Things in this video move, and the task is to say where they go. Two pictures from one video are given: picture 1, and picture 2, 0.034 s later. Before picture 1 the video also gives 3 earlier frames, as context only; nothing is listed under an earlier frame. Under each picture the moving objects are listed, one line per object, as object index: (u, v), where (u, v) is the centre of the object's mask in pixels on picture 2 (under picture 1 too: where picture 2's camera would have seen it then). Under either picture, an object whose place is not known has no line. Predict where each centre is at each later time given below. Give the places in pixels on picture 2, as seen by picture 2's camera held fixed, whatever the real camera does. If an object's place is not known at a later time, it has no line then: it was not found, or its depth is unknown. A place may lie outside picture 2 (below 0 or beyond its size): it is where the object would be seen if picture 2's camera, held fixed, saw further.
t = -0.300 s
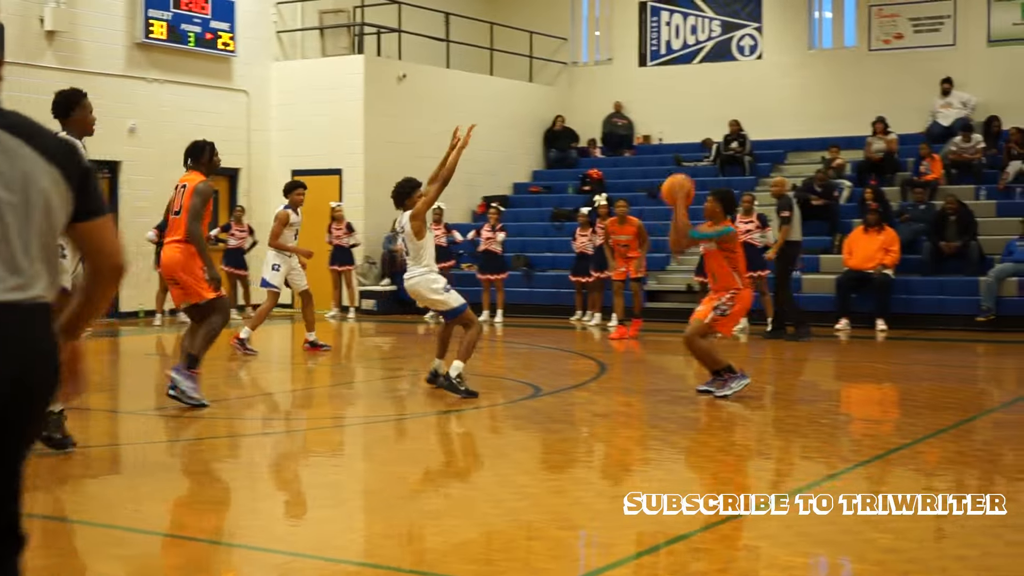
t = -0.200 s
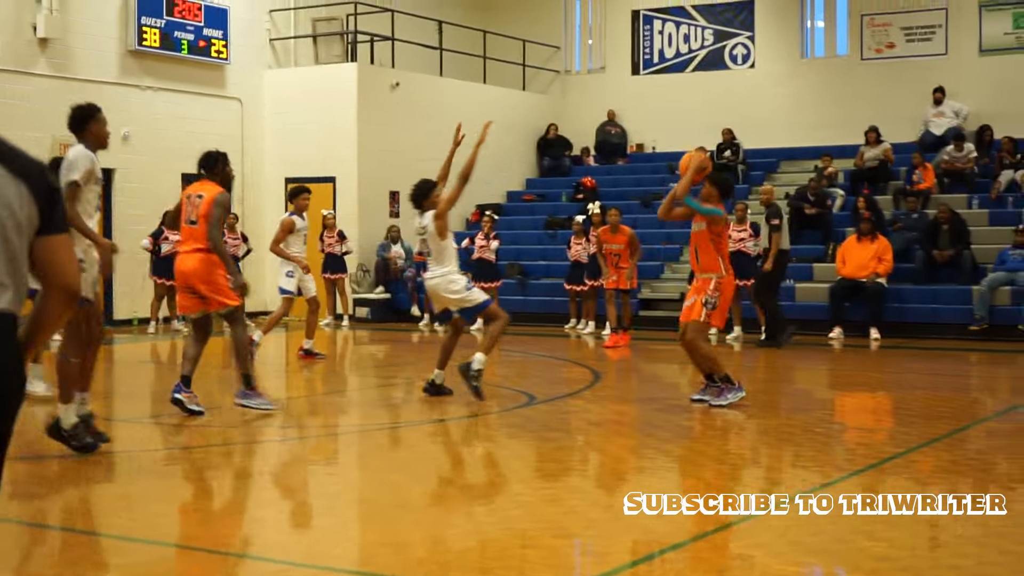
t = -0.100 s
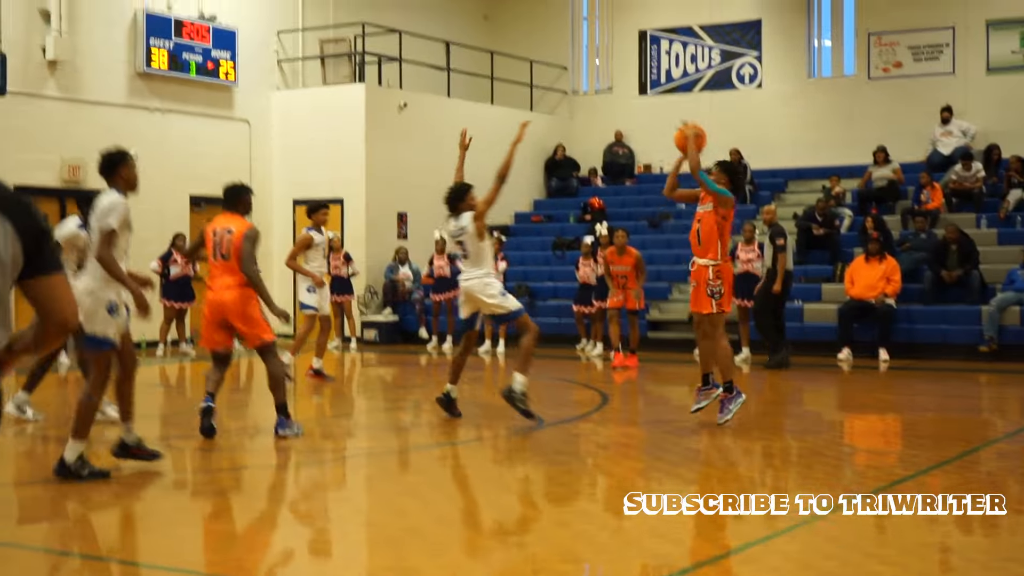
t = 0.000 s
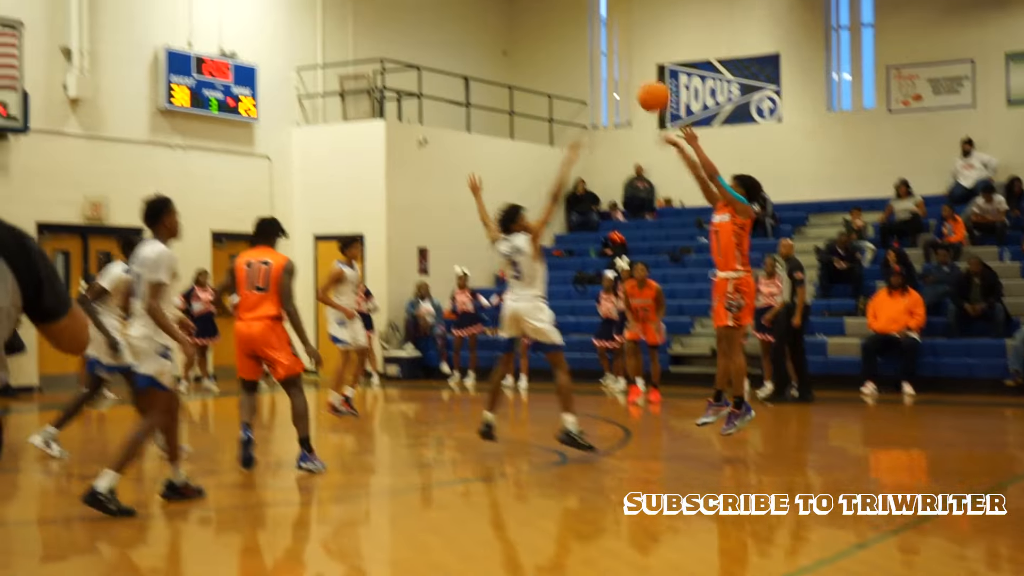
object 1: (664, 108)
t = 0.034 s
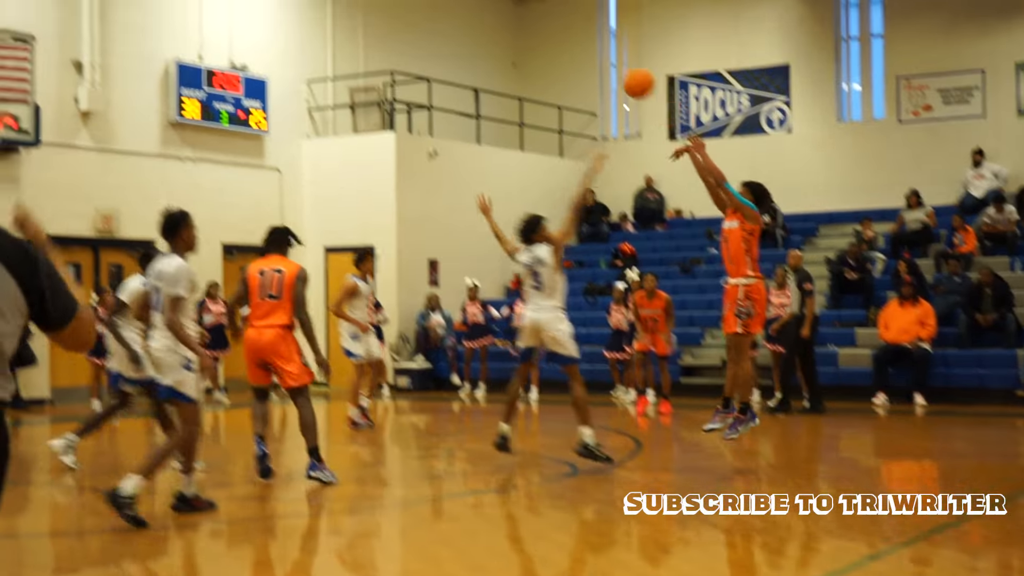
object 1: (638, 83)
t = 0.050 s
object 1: (626, 71)
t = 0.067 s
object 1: (613, 60)
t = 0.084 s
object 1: (599, 48)
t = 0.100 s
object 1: (587, 38)
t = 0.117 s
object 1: (575, 28)
